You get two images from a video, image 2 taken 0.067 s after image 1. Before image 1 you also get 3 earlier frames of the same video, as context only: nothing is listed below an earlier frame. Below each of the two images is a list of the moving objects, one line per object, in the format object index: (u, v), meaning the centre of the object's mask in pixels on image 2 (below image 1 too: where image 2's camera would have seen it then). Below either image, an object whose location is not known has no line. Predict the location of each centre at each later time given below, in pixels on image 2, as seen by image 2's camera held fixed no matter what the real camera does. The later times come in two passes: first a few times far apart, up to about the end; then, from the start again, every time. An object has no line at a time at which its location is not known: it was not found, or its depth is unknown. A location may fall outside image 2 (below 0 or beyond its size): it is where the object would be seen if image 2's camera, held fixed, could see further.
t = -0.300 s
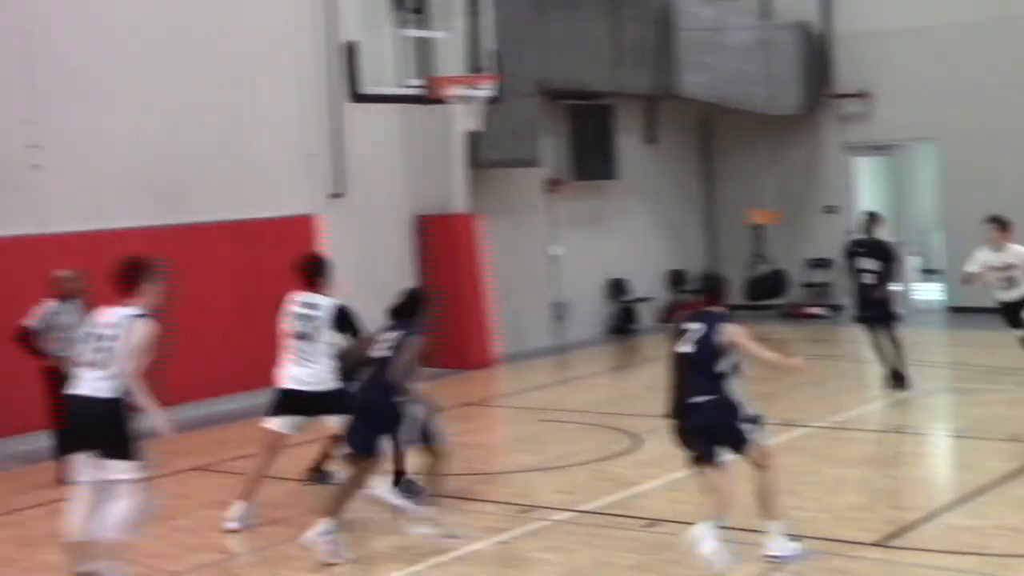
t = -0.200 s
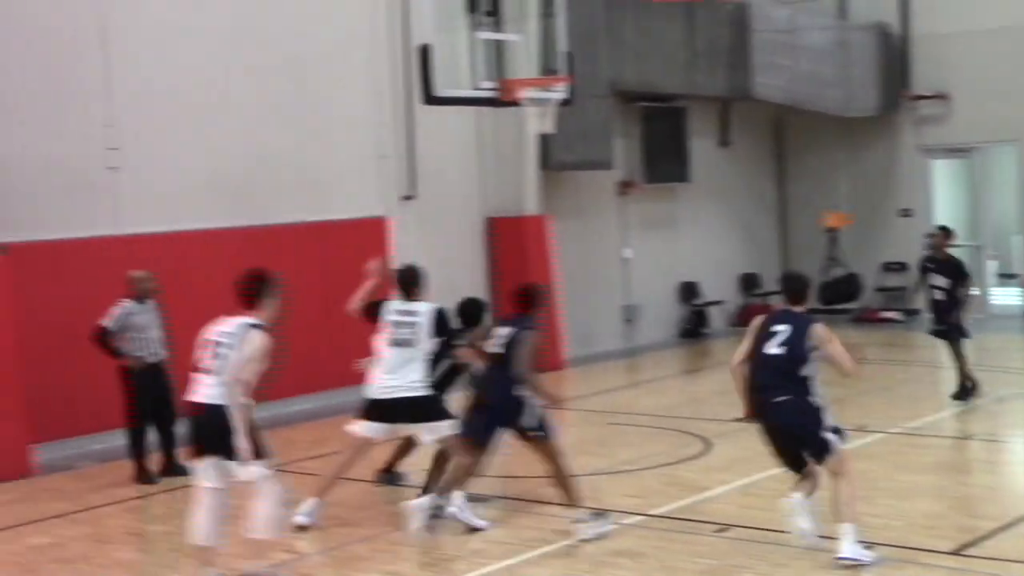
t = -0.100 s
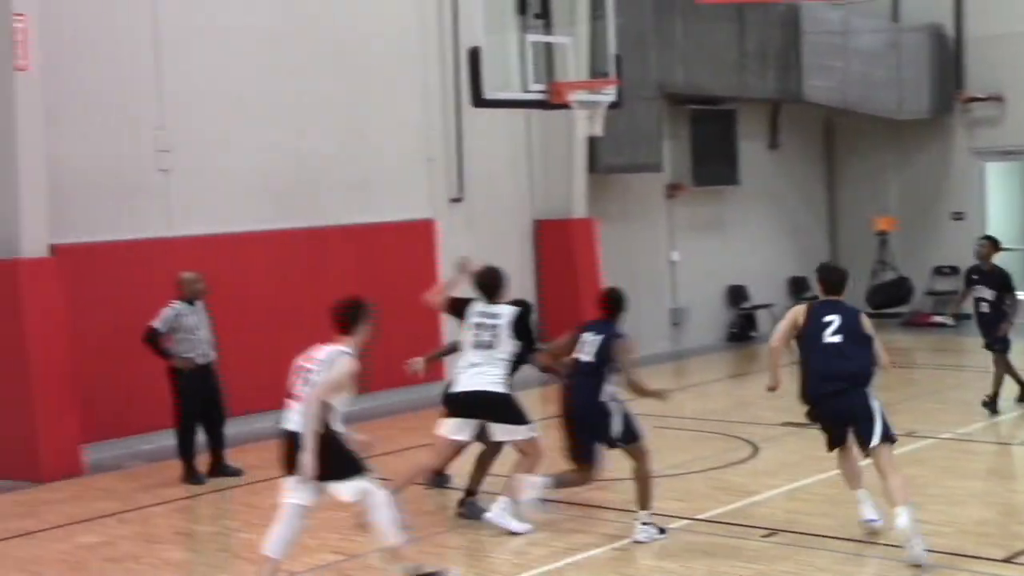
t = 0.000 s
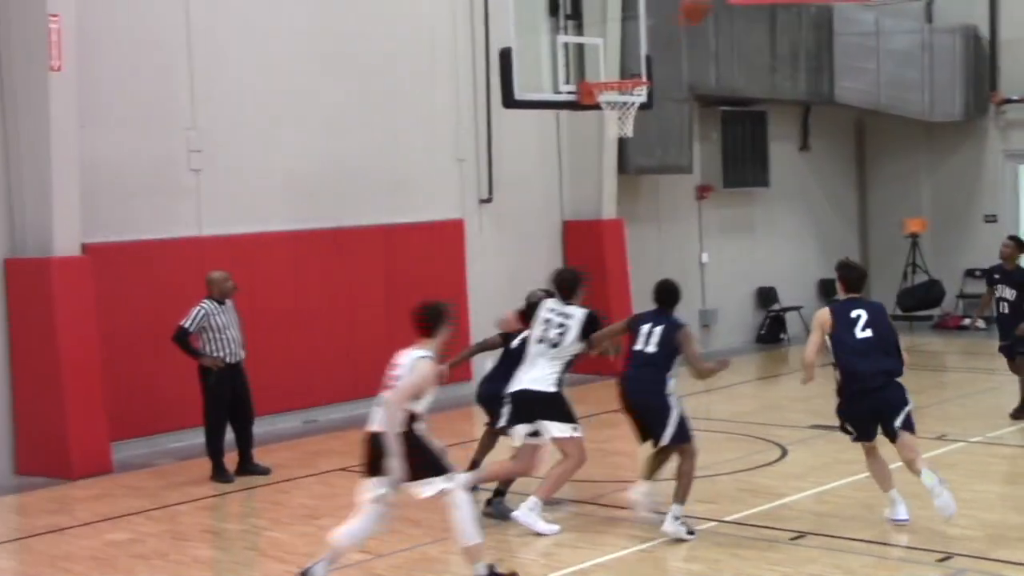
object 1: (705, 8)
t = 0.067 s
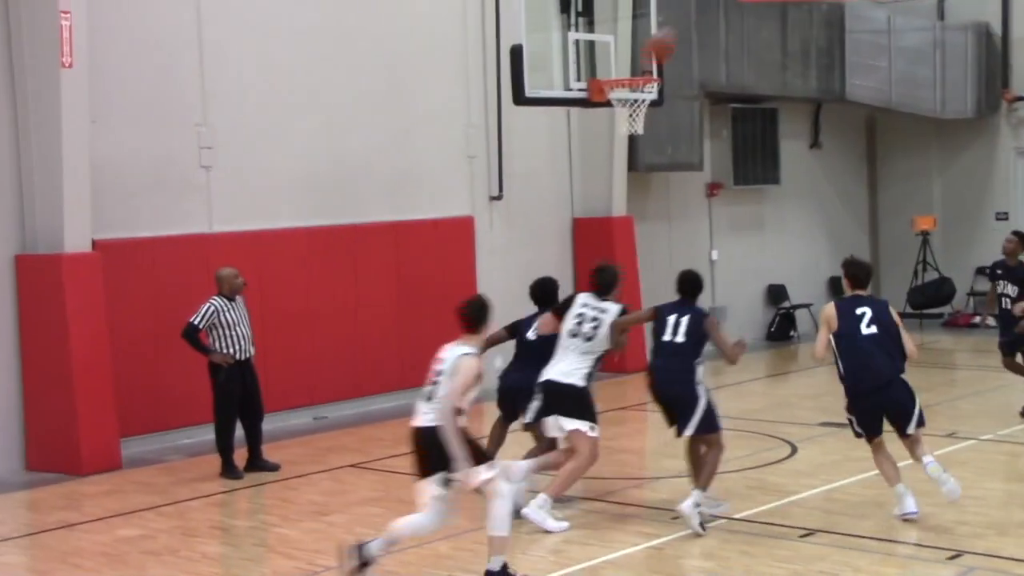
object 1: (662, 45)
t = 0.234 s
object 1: (602, 106)
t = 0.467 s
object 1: (598, 173)
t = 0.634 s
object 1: (596, 260)
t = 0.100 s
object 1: (640, 66)
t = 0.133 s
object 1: (615, 97)
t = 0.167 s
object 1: (605, 103)
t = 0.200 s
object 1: (602, 104)
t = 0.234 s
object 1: (602, 106)
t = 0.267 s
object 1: (602, 111)
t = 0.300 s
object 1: (601, 118)
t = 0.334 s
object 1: (600, 127)
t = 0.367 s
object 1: (600, 136)
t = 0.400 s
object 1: (599, 147)
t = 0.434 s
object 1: (599, 159)
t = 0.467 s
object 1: (598, 173)
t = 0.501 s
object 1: (597, 187)
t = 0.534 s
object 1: (597, 203)
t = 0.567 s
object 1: (596, 223)
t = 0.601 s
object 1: (597, 241)
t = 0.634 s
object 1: (596, 260)
